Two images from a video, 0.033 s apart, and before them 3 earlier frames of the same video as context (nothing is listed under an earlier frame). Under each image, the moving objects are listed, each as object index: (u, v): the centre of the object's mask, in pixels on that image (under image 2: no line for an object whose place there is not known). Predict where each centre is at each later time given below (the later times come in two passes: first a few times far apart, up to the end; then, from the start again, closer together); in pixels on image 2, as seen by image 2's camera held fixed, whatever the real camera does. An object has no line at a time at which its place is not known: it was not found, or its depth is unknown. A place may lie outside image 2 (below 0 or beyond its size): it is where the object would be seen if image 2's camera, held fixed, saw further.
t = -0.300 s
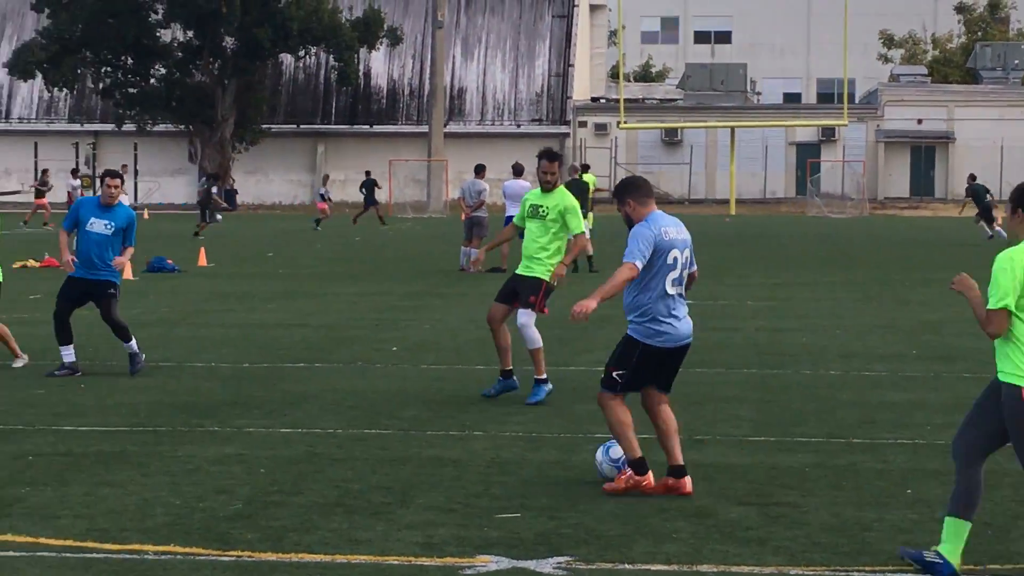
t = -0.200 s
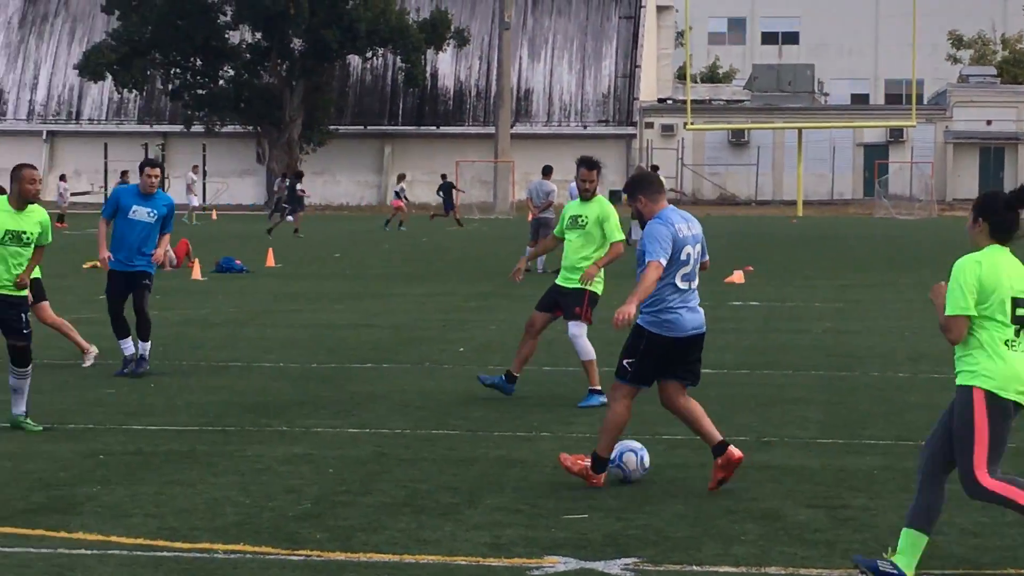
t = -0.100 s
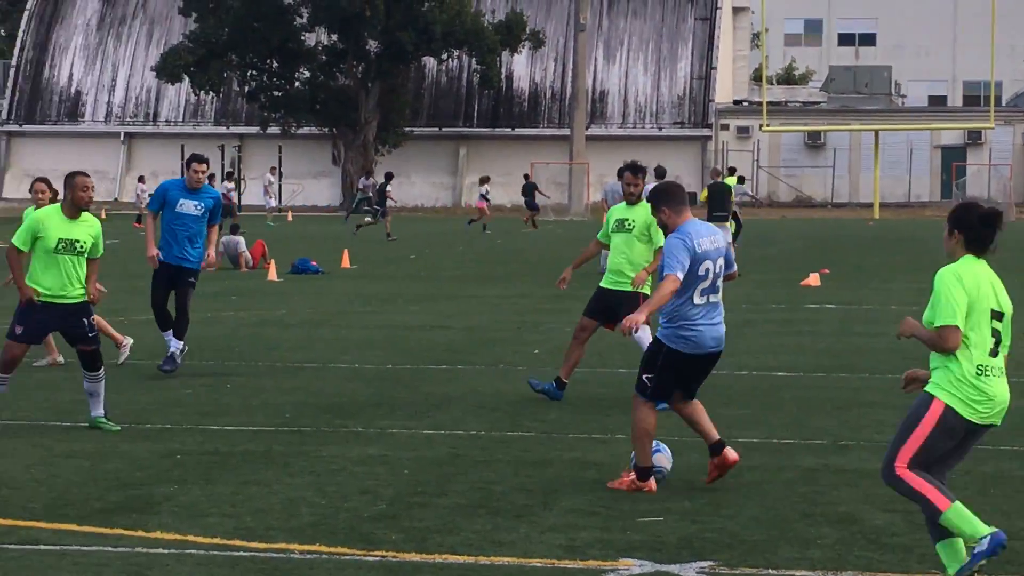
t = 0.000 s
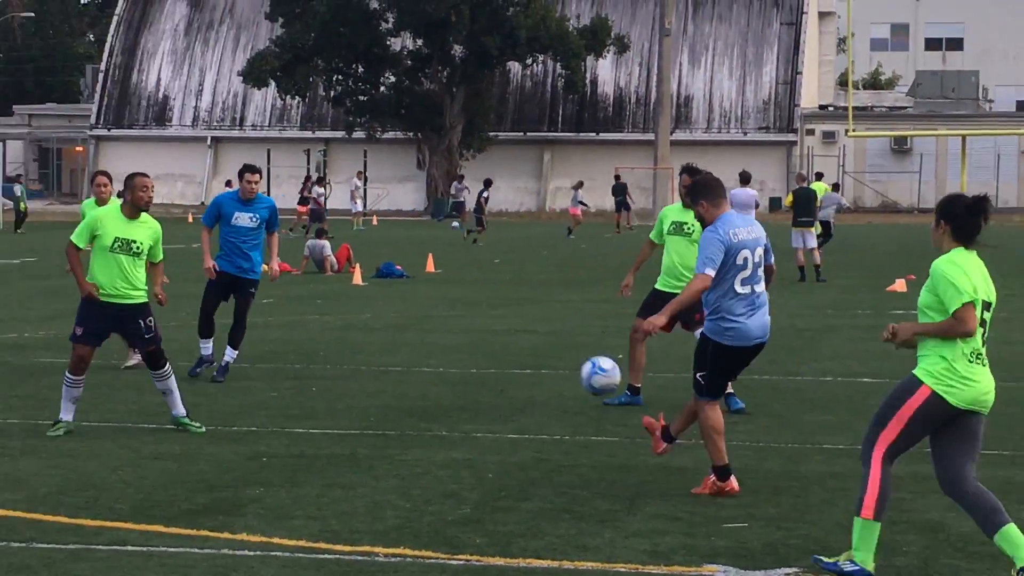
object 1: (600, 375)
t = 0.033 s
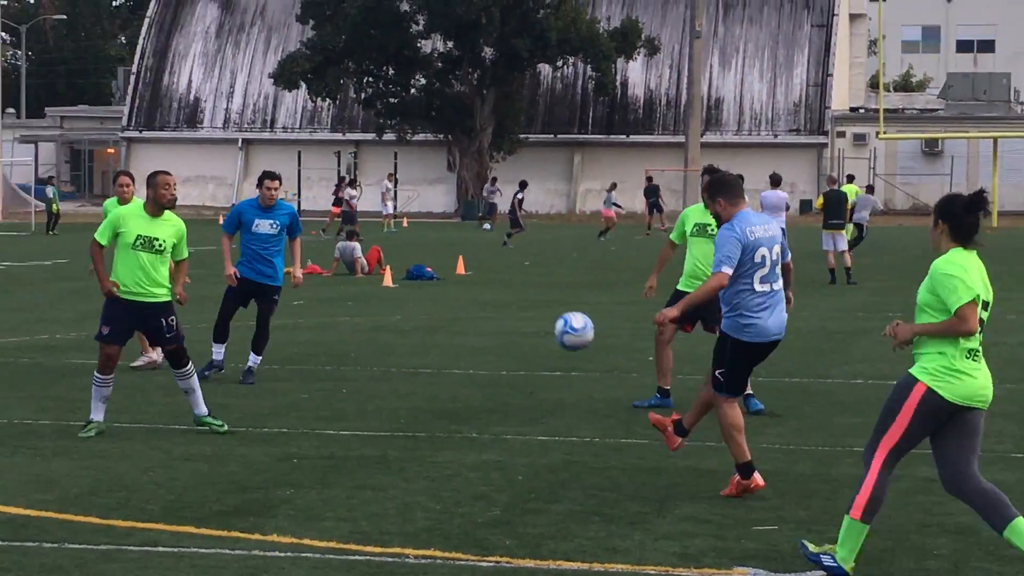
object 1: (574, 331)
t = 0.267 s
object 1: (245, 95)
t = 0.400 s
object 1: (85, 12)
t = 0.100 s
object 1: (475, 248)
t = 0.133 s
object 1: (426, 211)
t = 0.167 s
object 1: (378, 178)
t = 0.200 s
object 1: (333, 148)
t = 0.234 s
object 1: (288, 120)
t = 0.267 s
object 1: (245, 95)
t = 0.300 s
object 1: (203, 72)
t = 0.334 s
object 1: (162, 49)
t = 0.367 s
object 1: (123, 30)
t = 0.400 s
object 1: (85, 12)
